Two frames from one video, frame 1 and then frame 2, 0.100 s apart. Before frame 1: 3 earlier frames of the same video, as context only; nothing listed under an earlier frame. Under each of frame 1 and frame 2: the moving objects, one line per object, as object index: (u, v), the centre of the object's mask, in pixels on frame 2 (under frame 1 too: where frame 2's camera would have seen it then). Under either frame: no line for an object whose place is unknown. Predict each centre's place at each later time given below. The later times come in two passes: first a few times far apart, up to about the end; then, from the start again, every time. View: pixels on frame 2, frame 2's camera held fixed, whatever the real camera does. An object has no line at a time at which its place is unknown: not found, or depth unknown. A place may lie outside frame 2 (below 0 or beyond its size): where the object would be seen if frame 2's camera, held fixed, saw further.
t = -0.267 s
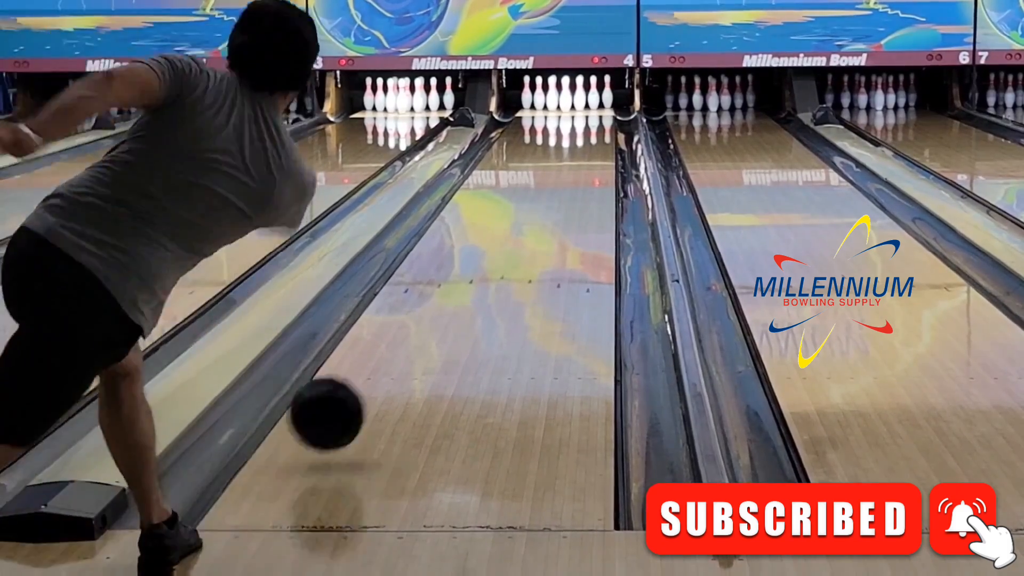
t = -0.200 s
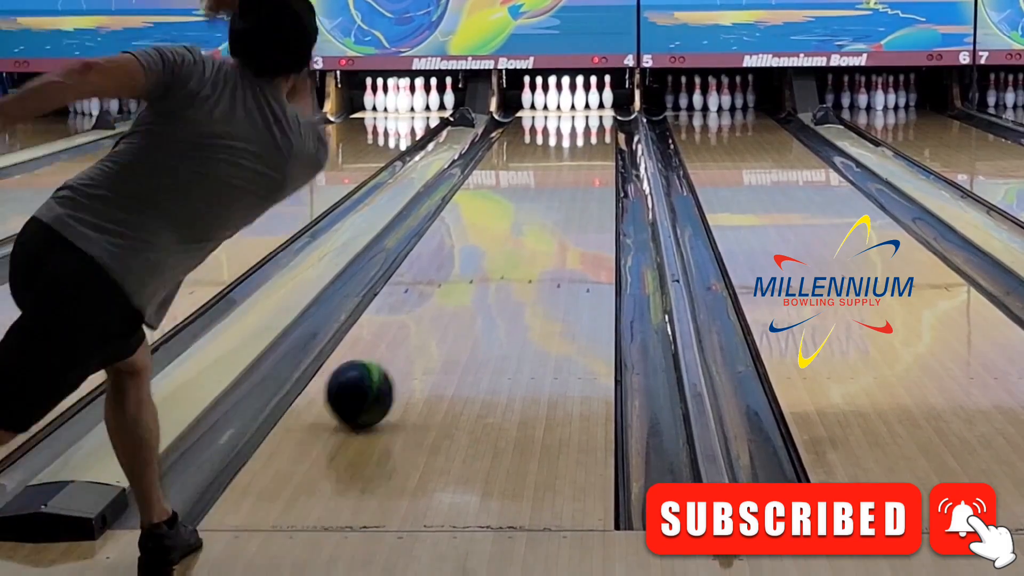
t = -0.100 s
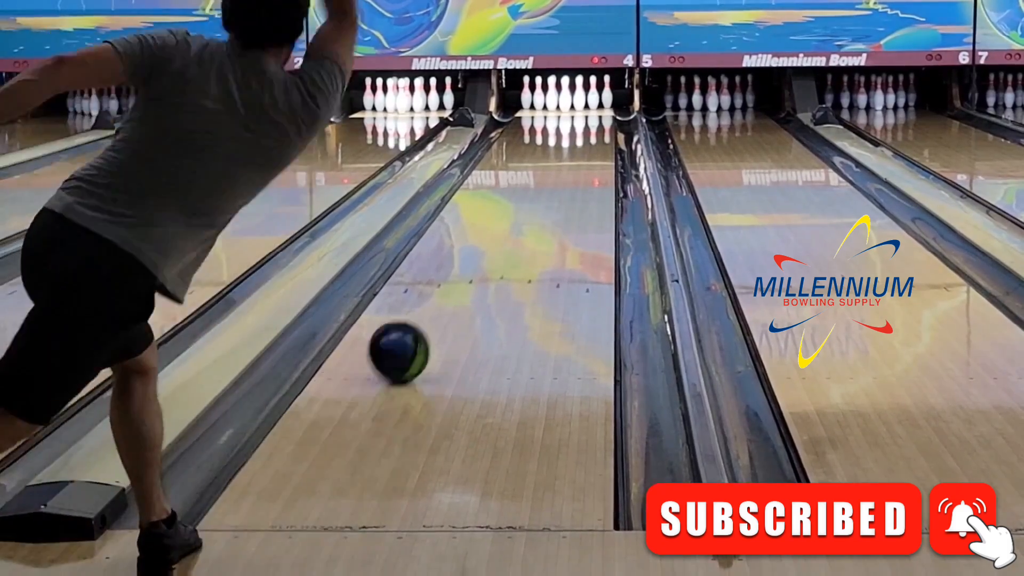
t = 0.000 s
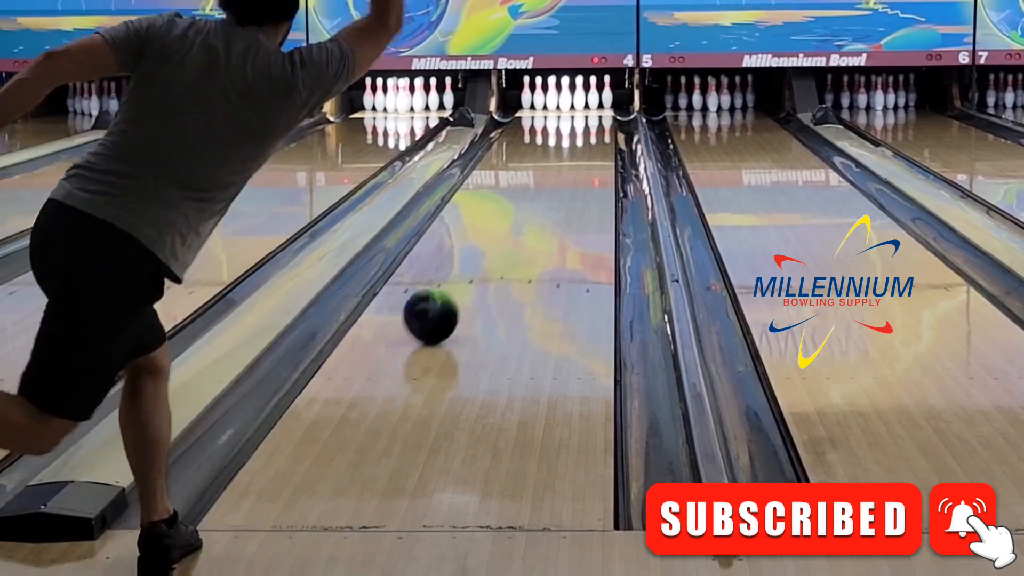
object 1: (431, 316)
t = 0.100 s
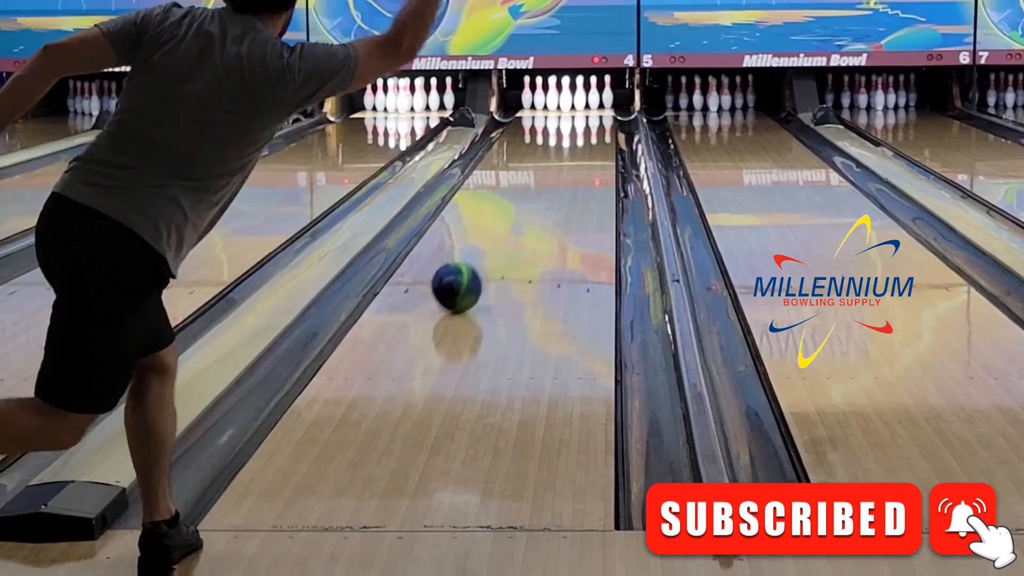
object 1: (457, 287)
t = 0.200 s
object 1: (478, 263)
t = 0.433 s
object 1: (515, 219)
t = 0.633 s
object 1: (538, 192)
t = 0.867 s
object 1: (558, 168)
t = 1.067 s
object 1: (569, 151)
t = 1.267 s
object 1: (579, 137)
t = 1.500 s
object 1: (585, 124)
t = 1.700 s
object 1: (584, 115)
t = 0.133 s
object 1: (464, 278)
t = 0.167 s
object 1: (471, 270)
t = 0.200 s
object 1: (478, 263)
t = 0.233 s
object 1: (484, 255)
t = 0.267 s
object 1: (490, 249)
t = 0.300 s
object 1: (496, 242)
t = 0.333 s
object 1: (501, 236)
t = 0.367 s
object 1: (506, 230)
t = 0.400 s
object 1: (511, 225)
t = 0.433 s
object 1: (515, 219)
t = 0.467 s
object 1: (519, 214)
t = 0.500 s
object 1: (524, 209)
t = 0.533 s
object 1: (527, 205)
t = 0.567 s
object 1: (531, 200)
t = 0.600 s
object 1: (535, 196)
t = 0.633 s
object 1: (538, 192)
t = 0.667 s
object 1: (541, 188)
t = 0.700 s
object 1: (544, 185)
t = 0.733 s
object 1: (547, 180)
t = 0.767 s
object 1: (550, 177)
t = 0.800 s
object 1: (553, 174)
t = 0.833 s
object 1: (555, 170)
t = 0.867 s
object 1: (558, 168)
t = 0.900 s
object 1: (560, 165)
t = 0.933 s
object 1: (562, 162)
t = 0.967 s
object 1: (564, 159)
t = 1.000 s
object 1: (567, 156)
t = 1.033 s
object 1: (568, 153)
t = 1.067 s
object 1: (569, 151)
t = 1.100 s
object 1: (572, 148)
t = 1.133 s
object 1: (573, 146)
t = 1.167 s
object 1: (575, 144)
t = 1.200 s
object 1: (576, 142)
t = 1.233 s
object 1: (577, 140)
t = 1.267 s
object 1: (579, 137)
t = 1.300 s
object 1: (580, 135)
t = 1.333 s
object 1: (581, 134)
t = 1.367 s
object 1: (582, 131)
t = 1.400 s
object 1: (583, 129)
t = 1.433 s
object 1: (583, 128)
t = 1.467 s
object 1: (584, 126)
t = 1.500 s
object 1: (585, 124)
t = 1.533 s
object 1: (585, 122)
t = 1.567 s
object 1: (585, 120)
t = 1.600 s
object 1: (585, 119)
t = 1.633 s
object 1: (585, 117)
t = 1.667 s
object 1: (585, 116)
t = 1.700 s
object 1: (584, 115)
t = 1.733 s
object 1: (584, 113)
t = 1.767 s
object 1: (584, 112)
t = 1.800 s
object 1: (583, 111)
